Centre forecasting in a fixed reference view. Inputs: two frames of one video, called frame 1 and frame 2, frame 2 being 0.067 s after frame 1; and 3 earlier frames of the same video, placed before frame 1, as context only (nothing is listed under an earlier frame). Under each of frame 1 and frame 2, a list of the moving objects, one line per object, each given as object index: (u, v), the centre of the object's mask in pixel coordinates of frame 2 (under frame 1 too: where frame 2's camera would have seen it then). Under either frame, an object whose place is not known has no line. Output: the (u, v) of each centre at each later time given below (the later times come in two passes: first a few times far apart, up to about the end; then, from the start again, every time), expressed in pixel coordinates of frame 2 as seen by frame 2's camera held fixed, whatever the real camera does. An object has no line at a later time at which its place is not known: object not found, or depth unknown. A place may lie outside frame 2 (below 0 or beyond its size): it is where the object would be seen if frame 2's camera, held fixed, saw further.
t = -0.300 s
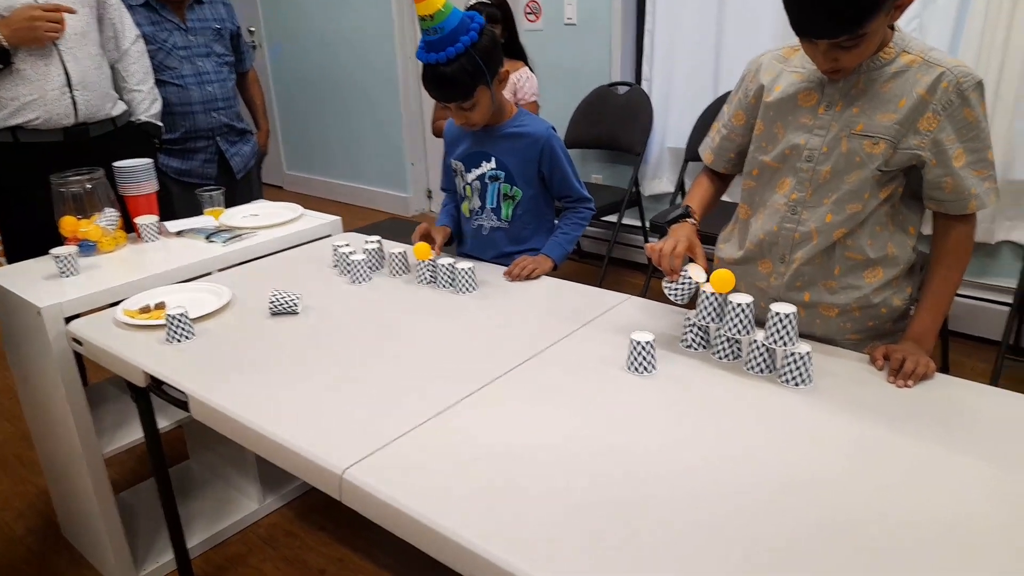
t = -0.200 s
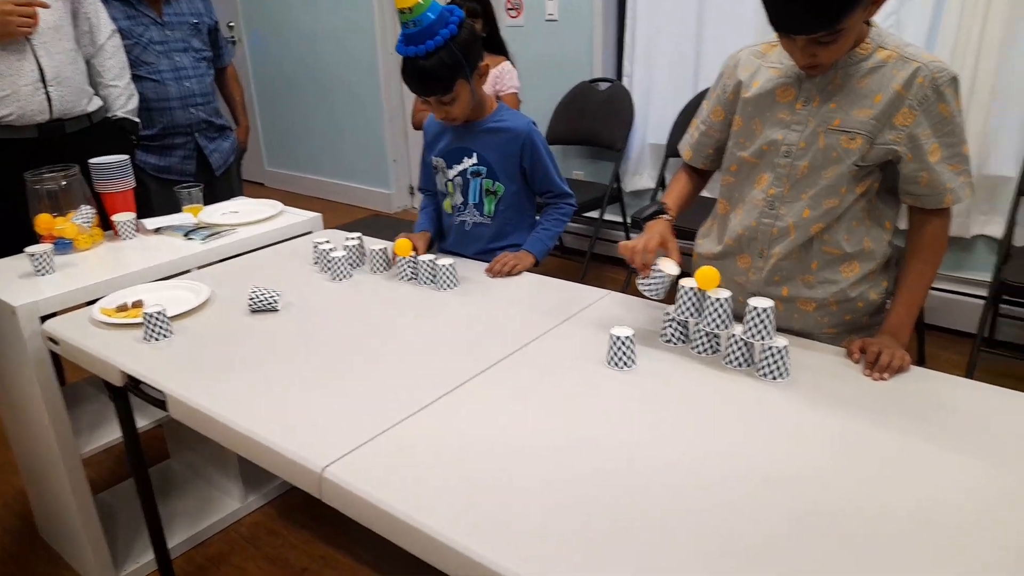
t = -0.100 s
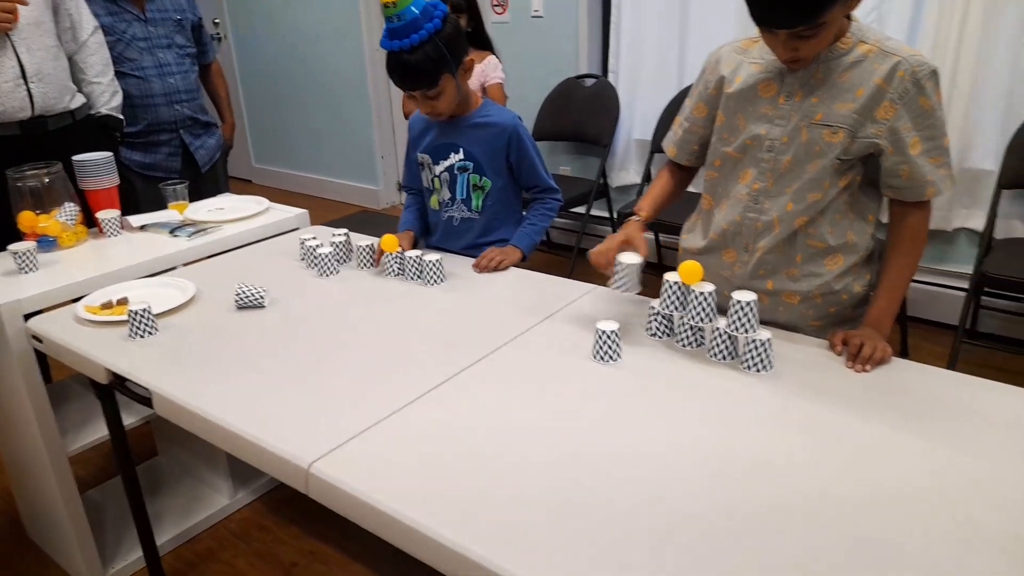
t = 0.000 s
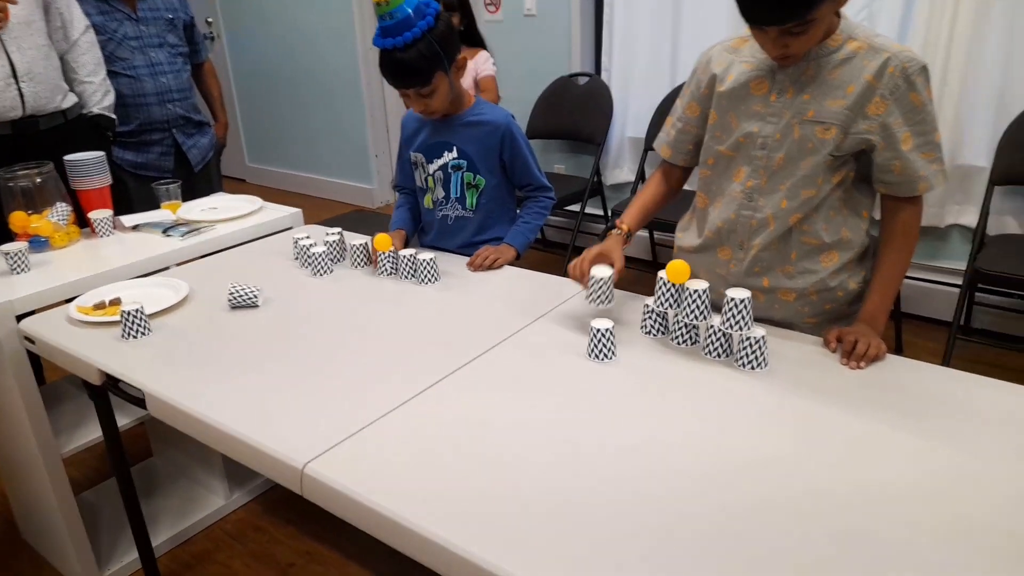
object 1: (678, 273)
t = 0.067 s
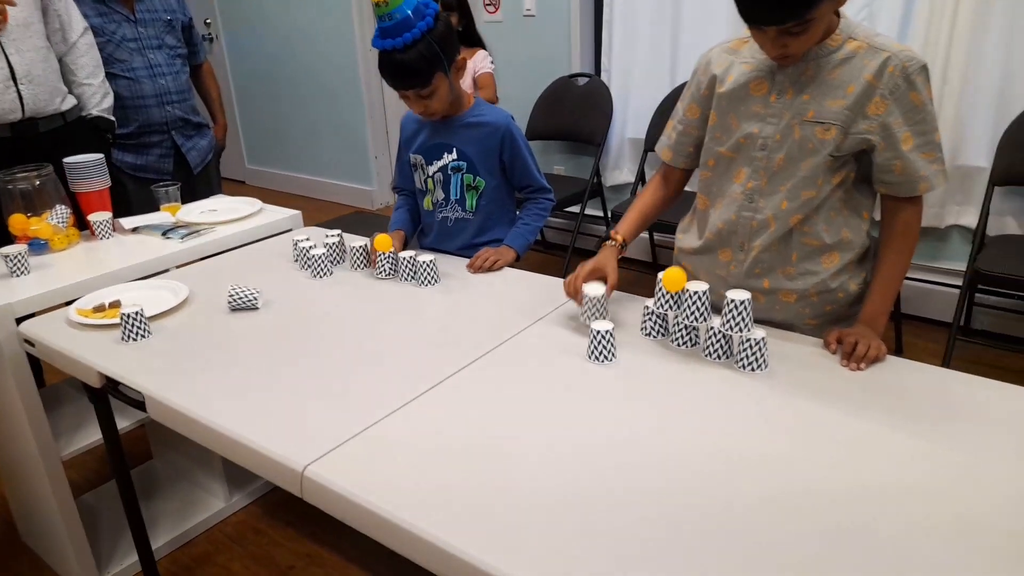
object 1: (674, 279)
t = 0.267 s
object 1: (657, 314)
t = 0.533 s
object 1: (633, 339)
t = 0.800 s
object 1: (613, 368)
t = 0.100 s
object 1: (671, 289)
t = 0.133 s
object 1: (668, 303)
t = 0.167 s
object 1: (665, 324)
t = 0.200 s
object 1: (662, 338)
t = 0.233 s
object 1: (659, 324)
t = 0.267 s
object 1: (657, 314)
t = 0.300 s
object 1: (654, 310)
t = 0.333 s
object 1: (651, 312)
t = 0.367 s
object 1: (648, 320)
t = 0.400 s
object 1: (645, 334)
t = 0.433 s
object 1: (641, 353)
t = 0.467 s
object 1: (638, 344)
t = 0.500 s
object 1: (636, 339)
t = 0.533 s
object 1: (633, 339)
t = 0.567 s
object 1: (630, 346)
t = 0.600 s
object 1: (627, 359)
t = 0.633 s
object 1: (624, 361)
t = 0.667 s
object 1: (622, 355)
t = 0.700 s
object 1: (620, 355)
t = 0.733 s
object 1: (618, 361)
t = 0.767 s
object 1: (615, 373)
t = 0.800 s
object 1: (613, 368)
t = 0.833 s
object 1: (611, 367)
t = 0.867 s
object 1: (608, 372)
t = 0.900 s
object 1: (606, 382)
